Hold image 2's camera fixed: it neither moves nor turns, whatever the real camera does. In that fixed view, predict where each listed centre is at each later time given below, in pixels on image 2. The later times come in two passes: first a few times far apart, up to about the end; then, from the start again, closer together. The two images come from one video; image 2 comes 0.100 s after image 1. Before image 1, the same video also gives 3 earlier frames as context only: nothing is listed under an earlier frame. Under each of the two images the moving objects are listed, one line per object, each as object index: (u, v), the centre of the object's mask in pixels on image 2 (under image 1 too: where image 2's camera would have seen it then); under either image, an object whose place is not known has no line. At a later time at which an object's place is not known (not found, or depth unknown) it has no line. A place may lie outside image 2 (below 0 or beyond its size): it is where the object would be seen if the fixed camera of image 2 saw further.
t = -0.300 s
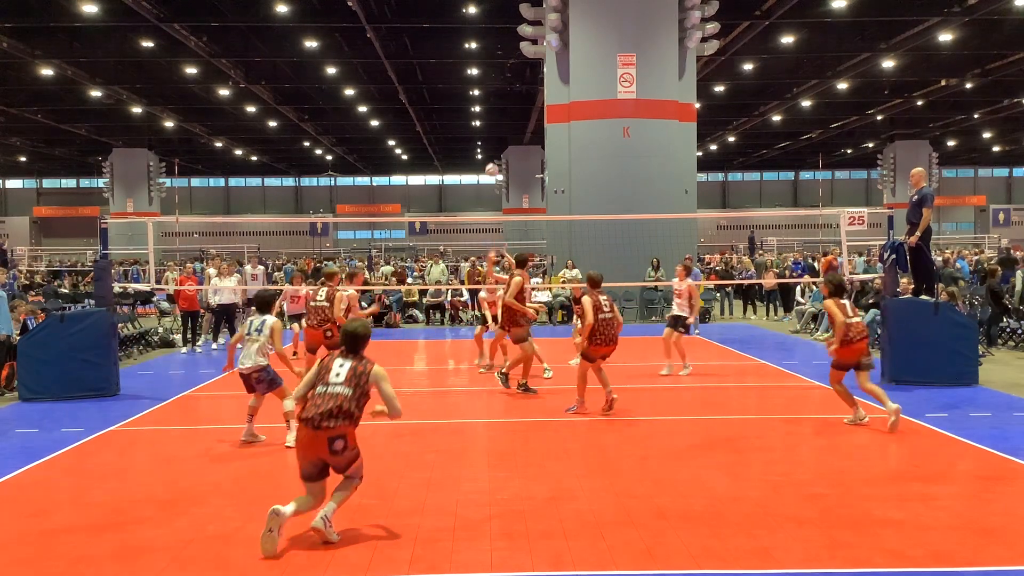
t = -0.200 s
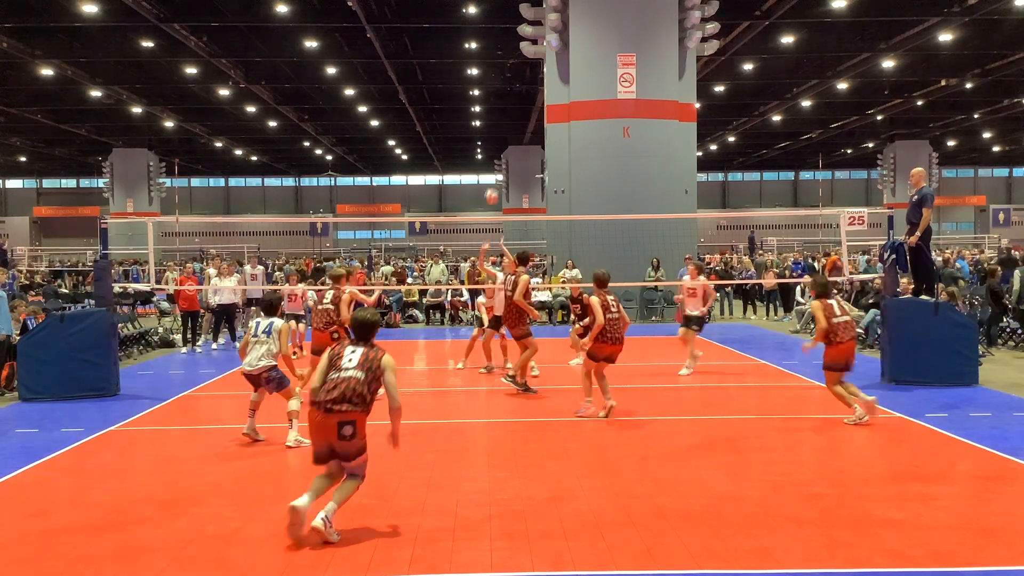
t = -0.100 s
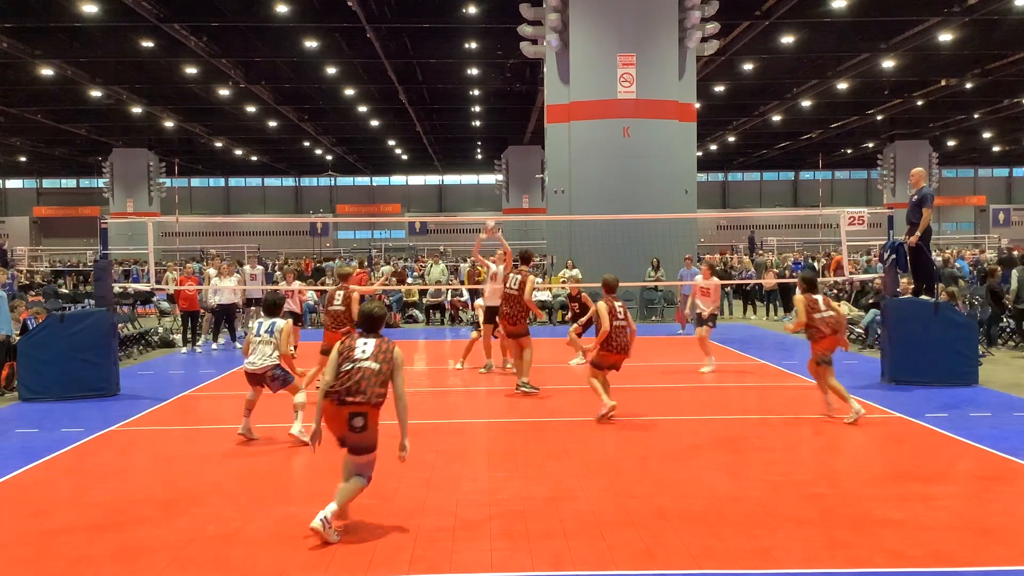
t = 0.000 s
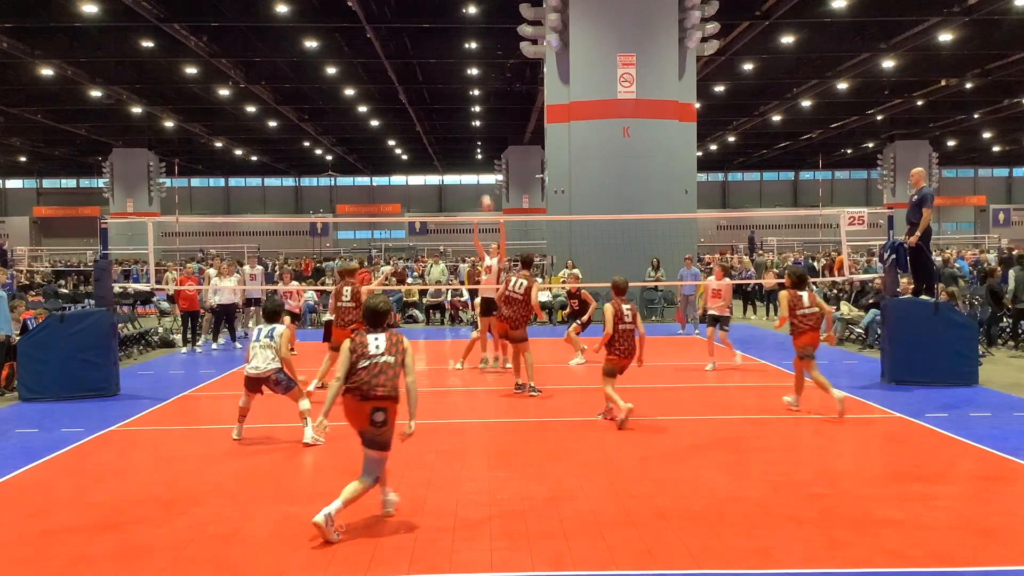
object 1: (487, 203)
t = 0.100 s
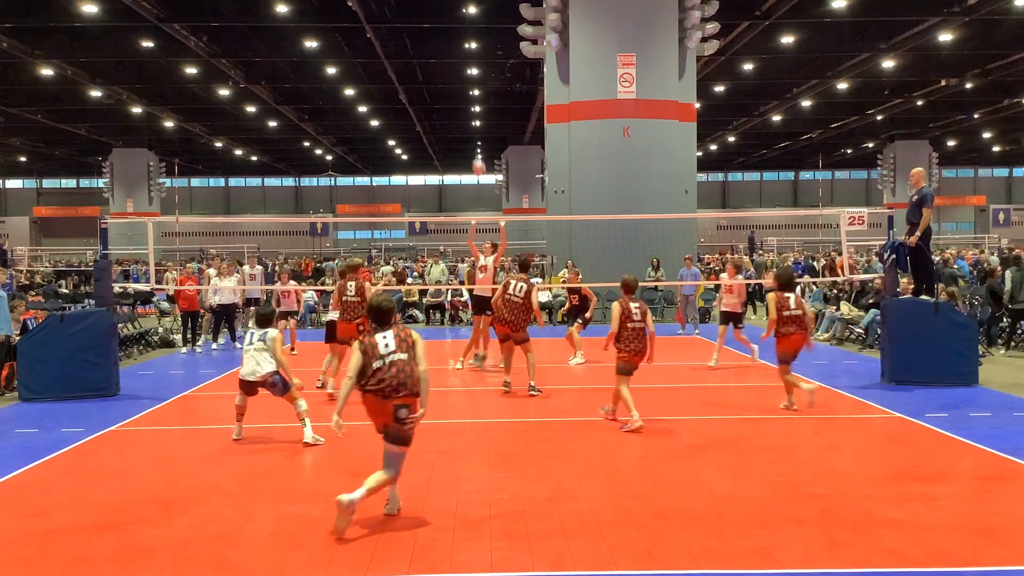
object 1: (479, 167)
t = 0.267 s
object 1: (465, 120)
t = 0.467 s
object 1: (449, 87)
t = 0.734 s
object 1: (428, 82)
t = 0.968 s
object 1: (410, 115)
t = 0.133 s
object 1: (476, 157)
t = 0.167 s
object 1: (473, 146)
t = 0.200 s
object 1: (471, 137)
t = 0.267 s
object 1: (465, 120)
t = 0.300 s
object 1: (462, 113)
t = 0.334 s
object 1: (460, 106)
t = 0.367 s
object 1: (457, 100)
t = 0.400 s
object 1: (455, 95)
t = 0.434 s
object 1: (452, 91)
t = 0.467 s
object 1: (449, 87)
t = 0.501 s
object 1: (447, 84)
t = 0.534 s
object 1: (444, 81)
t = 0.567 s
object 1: (441, 80)
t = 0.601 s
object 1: (438, 79)
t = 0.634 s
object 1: (436, 78)
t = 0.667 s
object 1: (433, 79)
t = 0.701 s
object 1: (430, 80)
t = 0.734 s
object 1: (428, 82)
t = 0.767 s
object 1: (425, 84)
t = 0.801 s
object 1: (422, 88)
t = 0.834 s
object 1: (420, 92)
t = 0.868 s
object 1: (417, 96)
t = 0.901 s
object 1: (415, 102)
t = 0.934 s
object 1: (412, 108)
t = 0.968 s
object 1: (410, 115)
